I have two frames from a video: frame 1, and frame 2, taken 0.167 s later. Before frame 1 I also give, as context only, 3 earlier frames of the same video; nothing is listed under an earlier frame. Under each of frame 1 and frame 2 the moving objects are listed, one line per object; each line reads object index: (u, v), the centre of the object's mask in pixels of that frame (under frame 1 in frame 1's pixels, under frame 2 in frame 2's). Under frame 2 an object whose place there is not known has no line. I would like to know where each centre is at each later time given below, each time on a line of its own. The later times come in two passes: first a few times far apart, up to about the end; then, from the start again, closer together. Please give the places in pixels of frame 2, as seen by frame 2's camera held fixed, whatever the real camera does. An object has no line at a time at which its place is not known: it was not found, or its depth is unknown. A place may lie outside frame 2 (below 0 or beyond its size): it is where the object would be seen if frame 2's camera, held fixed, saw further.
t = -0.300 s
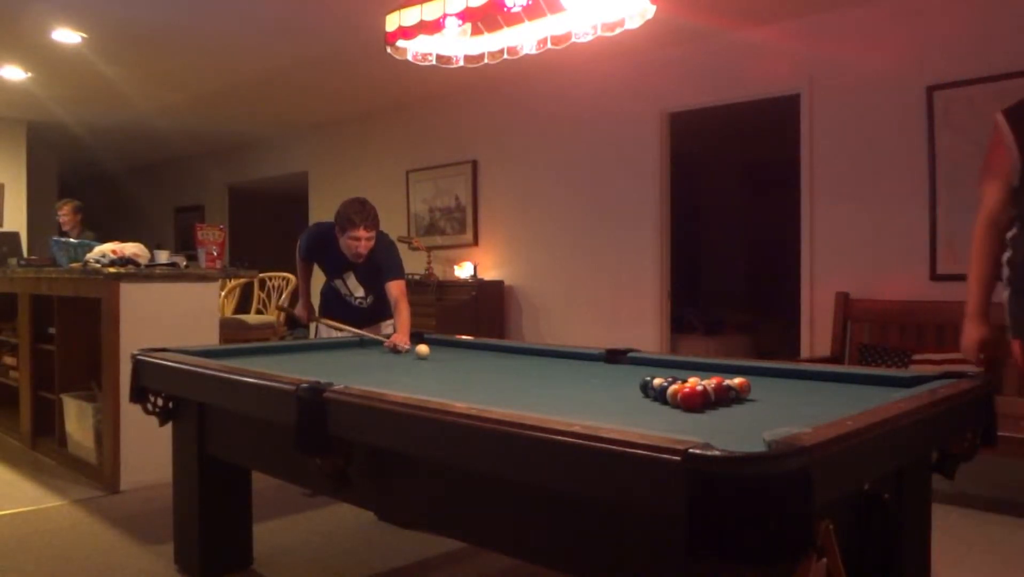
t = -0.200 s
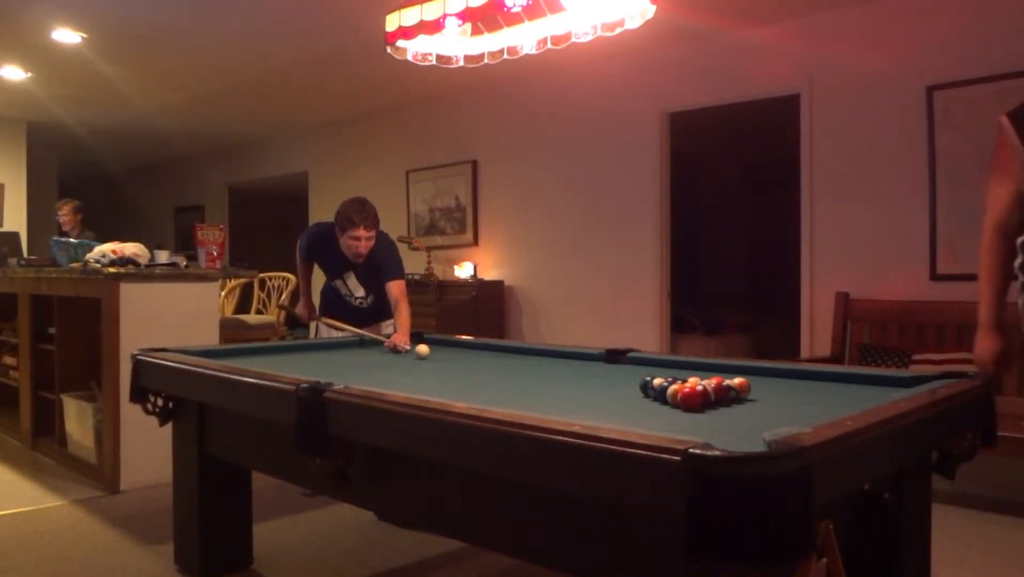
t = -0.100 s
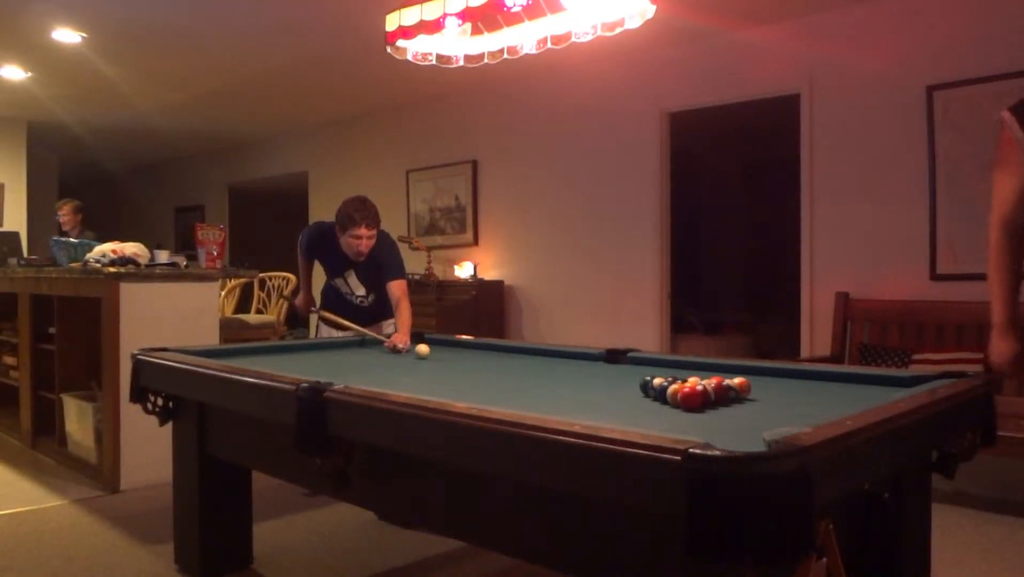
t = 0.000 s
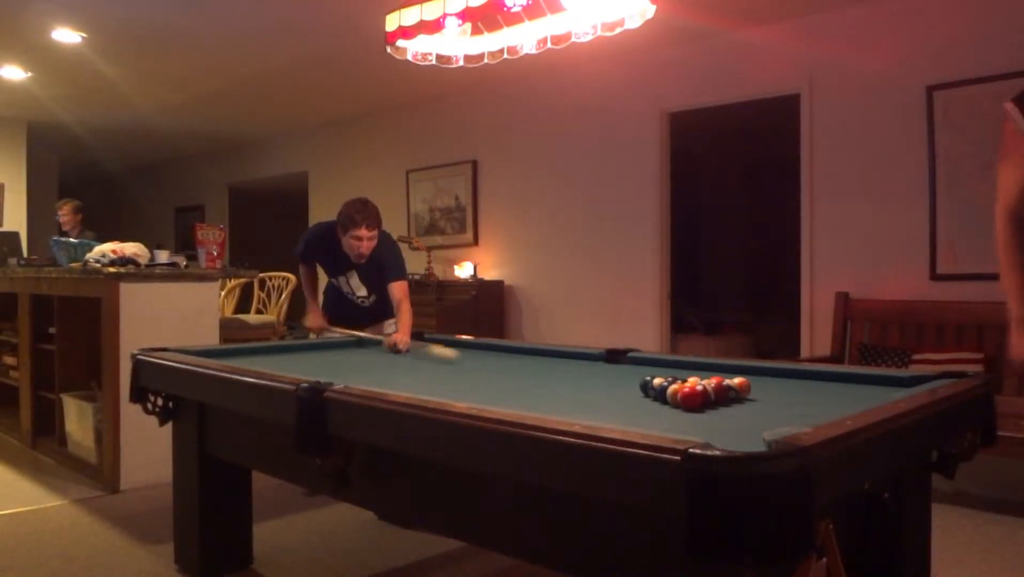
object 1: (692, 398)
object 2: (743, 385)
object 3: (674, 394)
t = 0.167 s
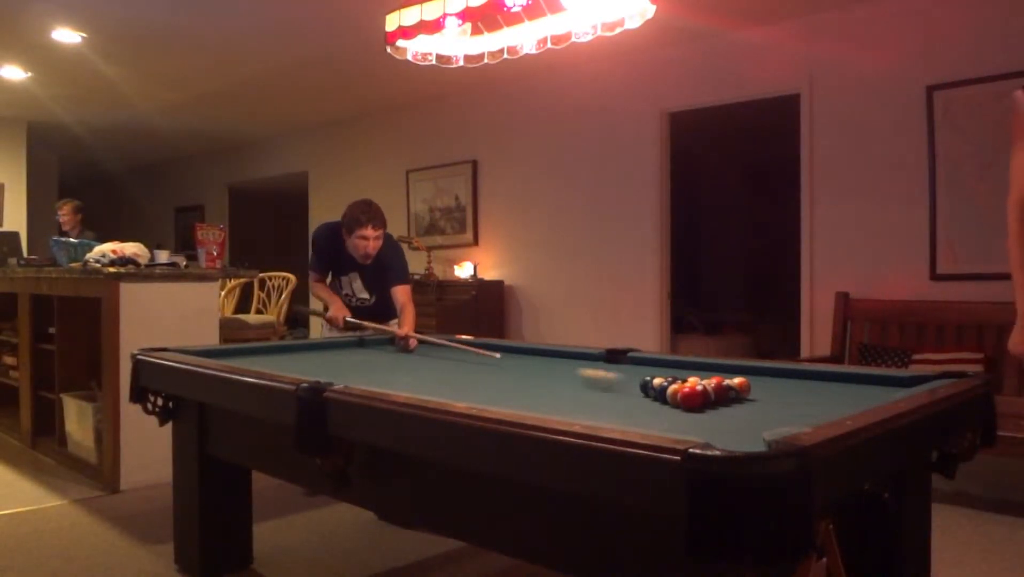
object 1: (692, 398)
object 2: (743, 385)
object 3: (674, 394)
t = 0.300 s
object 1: (674, 402)
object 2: (884, 385)
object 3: (675, 388)
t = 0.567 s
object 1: (642, 409)
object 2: (787, 372)
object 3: (672, 396)
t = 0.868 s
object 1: (603, 413)
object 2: (679, 361)
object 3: (671, 396)
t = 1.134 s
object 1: (594, 414)
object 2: (588, 359)
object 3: (671, 396)
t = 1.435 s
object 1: (615, 413)
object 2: (500, 353)
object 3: (656, 395)
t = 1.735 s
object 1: (631, 411)
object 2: (423, 349)
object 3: (628, 391)
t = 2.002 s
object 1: (642, 407)
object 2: (365, 345)
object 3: (608, 393)
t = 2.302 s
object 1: (650, 405)
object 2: (333, 345)
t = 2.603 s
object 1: (655, 403)
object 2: (327, 350)
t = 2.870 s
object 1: (655, 401)
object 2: (323, 355)
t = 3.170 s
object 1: (656, 401)
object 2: (318, 360)
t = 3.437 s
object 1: (656, 400)
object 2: (315, 366)
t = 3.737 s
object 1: (656, 400)
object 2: (312, 370)
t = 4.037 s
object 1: (656, 400)
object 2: (317, 373)
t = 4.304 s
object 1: (656, 400)
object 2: (343, 378)
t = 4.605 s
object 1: (656, 400)
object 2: (369, 379)
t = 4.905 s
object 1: (656, 400)
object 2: (393, 381)
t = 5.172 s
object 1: (656, 400)
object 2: (411, 382)
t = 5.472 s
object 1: (656, 400)
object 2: (429, 383)
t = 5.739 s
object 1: (656, 400)
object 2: (441, 384)
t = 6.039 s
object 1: (656, 400)
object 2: (451, 384)
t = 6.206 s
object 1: (656, 400)
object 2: (454, 383)
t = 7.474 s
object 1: (656, 400)
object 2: (458, 382)
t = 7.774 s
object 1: (656, 400)
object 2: (458, 382)
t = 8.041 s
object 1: (656, 400)
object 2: (458, 382)
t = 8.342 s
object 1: (656, 399)
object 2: (458, 382)
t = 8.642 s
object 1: (656, 400)
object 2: (458, 382)
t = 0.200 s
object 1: (689, 398)
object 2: (746, 384)
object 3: (674, 394)
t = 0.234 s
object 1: (684, 400)
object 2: (794, 385)
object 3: (673, 393)
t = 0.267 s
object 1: (680, 401)
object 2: (841, 386)
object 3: (672, 390)
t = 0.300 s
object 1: (674, 402)
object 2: (884, 385)
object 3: (675, 388)
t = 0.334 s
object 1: (671, 402)
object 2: (887, 385)
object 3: (676, 388)
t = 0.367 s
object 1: (667, 403)
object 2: (870, 385)
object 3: (676, 389)
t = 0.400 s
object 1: (663, 404)
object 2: (854, 382)
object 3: (676, 393)
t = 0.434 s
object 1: (659, 405)
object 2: (839, 380)
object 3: (675, 395)
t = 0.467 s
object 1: (655, 406)
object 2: (825, 378)
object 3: (674, 396)
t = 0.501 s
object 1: (651, 407)
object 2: (811, 376)
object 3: (672, 396)
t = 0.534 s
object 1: (647, 408)
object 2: (800, 374)
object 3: (672, 396)
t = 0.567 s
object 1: (642, 409)
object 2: (787, 372)
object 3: (672, 396)
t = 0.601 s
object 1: (638, 410)
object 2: (776, 371)
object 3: (672, 396)
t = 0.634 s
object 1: (634, 411)
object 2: (765, 369)
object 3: (671, 396)
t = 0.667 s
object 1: (629, 411)
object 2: (754, 369)
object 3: (672, 396)
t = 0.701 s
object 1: (625, 412)
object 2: (744, 366)
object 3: (673, 396)
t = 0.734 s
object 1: (620, 413)
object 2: (731, 366)
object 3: (672, 396)
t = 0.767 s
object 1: (616, 413)
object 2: (718, 365)
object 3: (672, 396)
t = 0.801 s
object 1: (612, 413)
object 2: (705, 365)
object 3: (672, 396)
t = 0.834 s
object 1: (608, 413)
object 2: (694, 363)
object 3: (671, 396)
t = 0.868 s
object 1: (603, 413)
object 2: (679, 361)
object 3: (671, 396)
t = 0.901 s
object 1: (599, 413)
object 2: (667, 361)
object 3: (671, 396)
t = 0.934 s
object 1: (594, 414)
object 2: (655, 361)
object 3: (671, 396)
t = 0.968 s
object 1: (590, 414)
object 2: (644, 361)
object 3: (671, 396)
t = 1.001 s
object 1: (585, 414)
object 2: (633, 360)
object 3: (671, 396)
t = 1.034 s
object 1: (585, 414)
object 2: (621, 359)
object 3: (671, 396)
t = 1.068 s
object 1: (589, 414)
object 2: (610, 359)
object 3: (671, 396)
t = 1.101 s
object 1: (591, 414)
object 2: (599, 359)
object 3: (671, 396)
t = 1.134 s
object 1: (594, 414)
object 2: (588, 359)
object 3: (671, 396)
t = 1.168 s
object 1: (597, 414)
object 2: (578, 358)
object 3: (672, 396)
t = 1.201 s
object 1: (600, 414)
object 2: (567, 358)
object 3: (672, 397)
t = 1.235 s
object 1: (602, 414)
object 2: (557, 357)
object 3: (672, 397)
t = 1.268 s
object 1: (604, 414)
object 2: (547, 356)
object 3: (672, 396)
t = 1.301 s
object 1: (607, 414)
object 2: (537, 355)
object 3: (669, 396)
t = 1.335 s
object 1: (609, 413)
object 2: (528, 355)
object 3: (666, 396)
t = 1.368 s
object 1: (611, 413)
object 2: (518, 354)
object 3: (663, 396)
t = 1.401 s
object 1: (613, 413)
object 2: (509, 354)
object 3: (659, 395)
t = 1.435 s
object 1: (615, 413)
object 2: (500, 353)
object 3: (656, 395)
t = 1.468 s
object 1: (617, 413)
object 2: (491, 353)
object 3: (653, 395)
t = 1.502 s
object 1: (619, 413)
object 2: (481, 352)
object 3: (649, 395)
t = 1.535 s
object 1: (621, 413)
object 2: (473, 352)
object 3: (646, 395)
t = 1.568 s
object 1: (623, 412)
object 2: (464, 351)
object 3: (643, 395)
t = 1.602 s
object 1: (625, 412)
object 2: (456, 351)
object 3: (640, 394)
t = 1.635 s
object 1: (627, 412)
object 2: (447, 350)
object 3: (638, 393)
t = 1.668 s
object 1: (628, 411)
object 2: (439, 350)
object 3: (635, 392)
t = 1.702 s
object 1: (630, 411)
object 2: (431, 349)
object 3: (632, 391)
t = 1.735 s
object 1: (631, 411)
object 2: (423, 349)
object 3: (628, 391)
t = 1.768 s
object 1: (633, 410)
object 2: (416, 348)
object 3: (625, 392)
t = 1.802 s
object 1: (634, 409)
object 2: (408, 348)
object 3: (622, 392)
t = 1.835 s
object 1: (636, 409)
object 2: (400, 348)
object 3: (619, 393)
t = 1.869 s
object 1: (637, 409)
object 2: (393, 347)
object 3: (617, 394)
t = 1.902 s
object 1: (638, 409)
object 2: (385, 346)
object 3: (615, 394)
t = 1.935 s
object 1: (639, 408)
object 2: (378, 346)
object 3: (613, 394)
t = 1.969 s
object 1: (641, 408)
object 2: (372, 345)
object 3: (610, 393)
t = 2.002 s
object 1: (642, 407)
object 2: (365, 345)
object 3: (608, 393)
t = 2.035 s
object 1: (643, 407)
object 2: (358, 344)
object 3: (606, 393)
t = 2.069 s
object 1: (644, 407)
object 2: (351, 344)
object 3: (603, 393)
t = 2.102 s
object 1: (645, 407)
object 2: (345, 343)
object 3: (601, 393)
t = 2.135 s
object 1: (646, 406)
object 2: (339, 343)
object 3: (598, 393)
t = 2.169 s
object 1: (647, 406)
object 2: (335, 344)
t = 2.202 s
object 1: (648, 406)
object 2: (334, 344)
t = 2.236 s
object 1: (649, 406)
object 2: (334, 344)
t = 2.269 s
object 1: (650, 405)
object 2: (334, 344)
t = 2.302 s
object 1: (650, 405)
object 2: (333, 345)
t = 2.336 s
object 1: (651, 405)
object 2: (332, 346)
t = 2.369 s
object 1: (652, 404)
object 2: (331, 346)
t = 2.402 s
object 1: (652, 404)
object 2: (331, 346)
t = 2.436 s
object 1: (653, 404)
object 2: (330, 347)
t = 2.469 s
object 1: (653, 404)
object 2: (330, 348)
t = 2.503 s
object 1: (654, 403)
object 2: (329, 348)
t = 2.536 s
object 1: (654, 403)
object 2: (328, 349)
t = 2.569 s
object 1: (655, 403)
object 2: (327, 350)
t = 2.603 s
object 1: (655, 403)
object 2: (327, 350)
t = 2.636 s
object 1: (655, 403)
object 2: (327, 351)
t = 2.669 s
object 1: (655, 402)
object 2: (326, 351)
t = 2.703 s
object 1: (655, 402)
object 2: (325, 352)
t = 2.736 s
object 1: (655, 402)
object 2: (325, 353)
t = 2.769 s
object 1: (655, 402)
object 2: (324, 353)
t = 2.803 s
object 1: (655, 402)
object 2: (324, 354)
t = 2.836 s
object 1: (655, 402)
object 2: (323, 354)
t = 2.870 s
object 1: (655, 401)
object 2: (323, 355)
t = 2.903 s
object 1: (656, 401)
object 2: (322, 356)
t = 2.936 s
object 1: (656, 401)
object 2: (322, 356)
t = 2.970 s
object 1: (656, 401)
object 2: (321, 357)
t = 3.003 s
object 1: (655, 401)
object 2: (320, 358)
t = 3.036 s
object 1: (656, 401)
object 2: (320, 358)
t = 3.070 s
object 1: (656, 401)
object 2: (319, 359)
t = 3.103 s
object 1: (656, 401)
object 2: (319, 359)
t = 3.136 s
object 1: (656, 401)
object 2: (319, 360)
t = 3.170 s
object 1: (656, 401)
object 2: (318, 360)
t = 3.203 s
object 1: (656, 401)
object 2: (318, 361)
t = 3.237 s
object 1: (656, 401)
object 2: (317, 362)
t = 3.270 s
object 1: (656, 401)
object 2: (317, 362)
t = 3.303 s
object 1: (656, 401)
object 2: (316, 363)
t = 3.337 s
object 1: (656, 400)
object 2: (316, 364)
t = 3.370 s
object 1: (656, 400)
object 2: (316, 364)
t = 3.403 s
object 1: (656, 400)
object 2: (315, 365)
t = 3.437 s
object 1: (656, 400)
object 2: (315, 366)
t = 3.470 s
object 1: (656, 400)
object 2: (314, 367)
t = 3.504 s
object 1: (656, 400)
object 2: (314, 368)
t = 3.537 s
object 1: (656, 400)
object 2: (314, 368)
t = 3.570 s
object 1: (656, 400)
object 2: (313, 369)
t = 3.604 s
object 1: (656, 400)
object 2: (313, 369)
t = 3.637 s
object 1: (656, 400)
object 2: (313, 369)
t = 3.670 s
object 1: (656, 400)
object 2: (312, 370)
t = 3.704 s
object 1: (656, 400)
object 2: (312, 370)
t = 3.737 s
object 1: (656, 400)
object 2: (312, 370)
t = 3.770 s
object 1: (656, 400)
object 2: (312, 371)
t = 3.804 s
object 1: (656, 400)
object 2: (312, 371)
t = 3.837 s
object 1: (656, 400)
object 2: (311, 371)
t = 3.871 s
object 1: (656, 400)
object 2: (312, 372)
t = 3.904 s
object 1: (656, 400)
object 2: (311, 372)
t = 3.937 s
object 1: (656, 400)
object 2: (311, 372)
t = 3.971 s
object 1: (656, 400)
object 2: (311, 372)
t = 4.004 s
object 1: (656, 400)
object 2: (314, 373)
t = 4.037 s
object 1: (656, 400)
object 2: (317, 373)
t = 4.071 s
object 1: (656, 400)
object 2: (321, 374)
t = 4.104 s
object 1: (656, 400)
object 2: (324, 374)
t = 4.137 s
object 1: (656, 400)
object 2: (327, 374)
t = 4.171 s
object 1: (656, 400)
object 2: (330, 374)
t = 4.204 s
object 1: (656, 400)
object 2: (332, 375)
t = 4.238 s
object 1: (656, 400)
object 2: (337, 376)
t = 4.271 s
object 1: (656, 400)
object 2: (340, 376)
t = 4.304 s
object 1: (656, 400)
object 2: (343, 378)
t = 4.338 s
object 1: (656, 400)
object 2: (345, 378)
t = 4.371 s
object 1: (656, 400)
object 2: (348, 378)
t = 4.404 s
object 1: (656, 400)
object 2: (351, 378)
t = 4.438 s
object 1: (656, 400)
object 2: (354, 378)
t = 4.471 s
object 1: (656, 400)
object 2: (356, 378)
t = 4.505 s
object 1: (656, 400)
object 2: (360, 378)
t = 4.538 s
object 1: (656, 400)
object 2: (364, 379)
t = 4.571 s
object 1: (656, 400)
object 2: (366, 379)
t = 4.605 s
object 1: (656, 400)
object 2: (369, 379)
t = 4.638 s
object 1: (656, 400)
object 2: (372, 379)
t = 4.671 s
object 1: (656, 400)
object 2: (375, 380)
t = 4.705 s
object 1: (656, 400)
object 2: (378, 380)
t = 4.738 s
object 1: (656, 400)
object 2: (380, 380)
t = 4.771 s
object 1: (656, 400)
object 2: (383, 380)
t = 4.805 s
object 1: (656, 400)
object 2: (386, 380)
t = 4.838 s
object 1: (656, 400)
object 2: (388, 381)
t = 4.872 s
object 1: (656, 400)
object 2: (391, 381)
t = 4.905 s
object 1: (656, 400)
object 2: (393, 381)
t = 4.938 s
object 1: (656, 400)
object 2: (396, 381)
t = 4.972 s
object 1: (656, 400)
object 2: (398, 381)
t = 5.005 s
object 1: (656, 400)
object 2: (400, 382)
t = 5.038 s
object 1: (656, 400)
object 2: (403, 382)
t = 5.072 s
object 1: (656, 400)
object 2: (405, 382)
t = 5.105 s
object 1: (656, 400)
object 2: (407, 382)
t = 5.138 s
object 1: (656, 400)
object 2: (409, 382)
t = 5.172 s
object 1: (656, 400)
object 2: (411, 382)
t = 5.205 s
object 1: (656, 400)
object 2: (414, 382)
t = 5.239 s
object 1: (656, 400)
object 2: (416, 383)
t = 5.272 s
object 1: (656, 400)
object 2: (418, 383)
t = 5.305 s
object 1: (656, 400)
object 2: (420, 383)
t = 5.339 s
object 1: (656, 400)
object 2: (422, 383)
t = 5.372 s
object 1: (656, 400)
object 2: (424, 383)
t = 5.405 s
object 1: (656, 400)
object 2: (426, 383)
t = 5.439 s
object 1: (656, 400)
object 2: (428, 383)
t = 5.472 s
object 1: (656, 400)
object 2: (429, 383)
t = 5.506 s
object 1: (656, 400)
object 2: (431, 383)
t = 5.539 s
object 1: (656, 400)
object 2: (433, 384)
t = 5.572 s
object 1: (656, 400)
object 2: (434, 384)
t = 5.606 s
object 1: (656, 400)
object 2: (436, 384)
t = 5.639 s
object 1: (656, 400)
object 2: (437, 384)
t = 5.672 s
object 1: (656, 400)
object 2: (439, 384)
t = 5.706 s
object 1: (656, 400)
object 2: (440, 384)
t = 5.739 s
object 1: (656, 400)
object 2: (441, 384)
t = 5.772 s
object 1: (656, 400)
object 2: (442, 384)
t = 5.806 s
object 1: (656, 400)
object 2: (443, 384)
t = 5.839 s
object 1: (656, 400)
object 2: (445, 384)
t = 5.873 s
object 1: (656, 400)
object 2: (446, 384)
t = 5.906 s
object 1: (656, 400)
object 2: (447, 384)
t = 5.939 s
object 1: (656, 400)
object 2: (448, 384)
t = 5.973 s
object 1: (656, 400)
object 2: (449, 384)
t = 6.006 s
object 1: (656, 400)
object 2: (450, 384)
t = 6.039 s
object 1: (656, 400)
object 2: (451, 384)
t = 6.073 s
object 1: (656, 400)
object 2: (452, 384)
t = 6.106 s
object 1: (656, 400)
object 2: (453, 384)
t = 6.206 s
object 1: (656, 400)
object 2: (454, 383)
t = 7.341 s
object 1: (656, 400)
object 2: (458, 383)
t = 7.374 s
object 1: (656, 400)
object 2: (458, 382)
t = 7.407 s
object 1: (656, 400)
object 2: (458, 382)
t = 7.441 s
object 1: (656, 400)
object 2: (458, 382)
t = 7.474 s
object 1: (656, 400)
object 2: (458, 382)
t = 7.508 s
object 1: (656, 400)
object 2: (458, 382)
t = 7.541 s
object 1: (656, 400)
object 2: (458, 382)
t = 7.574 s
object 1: (656, 400)
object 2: (458, 382)
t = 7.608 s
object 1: (656, 400)
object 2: (458, 382)
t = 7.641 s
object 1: (656, 400)
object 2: (458, 382)
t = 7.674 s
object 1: (656, 400)
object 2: (458, 382)
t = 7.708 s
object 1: (656, 400)
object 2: (458, 382)
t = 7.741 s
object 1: (656, 400)
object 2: (458, 382)
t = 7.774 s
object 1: (656, 400)
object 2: (458, 382)
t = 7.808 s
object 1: (656, 400)
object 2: (458, 382)
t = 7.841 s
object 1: (656, 400)
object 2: (458, 382)
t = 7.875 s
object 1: (656, 400)
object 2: (458, 382)
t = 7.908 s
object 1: (656, 400)
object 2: (458, 382)
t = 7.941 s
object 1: (656, 400)
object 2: (458, 382)
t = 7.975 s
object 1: (656, 400)
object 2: (458, 382)
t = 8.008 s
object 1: (656, 400)
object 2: (458, 382)
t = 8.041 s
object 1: (656, 400)
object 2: (458, 382)
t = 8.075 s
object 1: (656, 400)
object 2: (458, 382)
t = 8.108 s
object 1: (656, 400)
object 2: (458, 382)
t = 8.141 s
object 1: (656, 400)
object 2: (458, 382)
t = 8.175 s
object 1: (656, 400)
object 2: (458, 382)
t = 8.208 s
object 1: (656, 400)
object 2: (458, 382)
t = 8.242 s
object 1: (656, 400)
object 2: (458, 382)
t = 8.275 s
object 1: (656, 400)
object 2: (458, 382)
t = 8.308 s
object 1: (656, 400)
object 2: (458, 382)
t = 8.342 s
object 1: (656, 399)
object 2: (458, 382)
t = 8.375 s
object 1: (656, 400)
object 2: (458, 382)
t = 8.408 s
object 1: (656, 400)
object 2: (458, 382)
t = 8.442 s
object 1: (656, 400)
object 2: (458, 382)
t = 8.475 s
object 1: (656, 400)
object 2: (458, 382)
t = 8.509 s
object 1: (656, 400)
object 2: (458, 382)
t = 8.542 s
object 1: (656, 400)
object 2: (458, 382)
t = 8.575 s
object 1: (656, 400)
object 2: (458, 382)
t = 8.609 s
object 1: (656, 400)
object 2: (458, 382)
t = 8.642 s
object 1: (656, 400)
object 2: (458, 382)
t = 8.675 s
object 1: (656, 400)
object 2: (458, 382)
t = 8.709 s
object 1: (656, 400)
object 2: (458, 382)
